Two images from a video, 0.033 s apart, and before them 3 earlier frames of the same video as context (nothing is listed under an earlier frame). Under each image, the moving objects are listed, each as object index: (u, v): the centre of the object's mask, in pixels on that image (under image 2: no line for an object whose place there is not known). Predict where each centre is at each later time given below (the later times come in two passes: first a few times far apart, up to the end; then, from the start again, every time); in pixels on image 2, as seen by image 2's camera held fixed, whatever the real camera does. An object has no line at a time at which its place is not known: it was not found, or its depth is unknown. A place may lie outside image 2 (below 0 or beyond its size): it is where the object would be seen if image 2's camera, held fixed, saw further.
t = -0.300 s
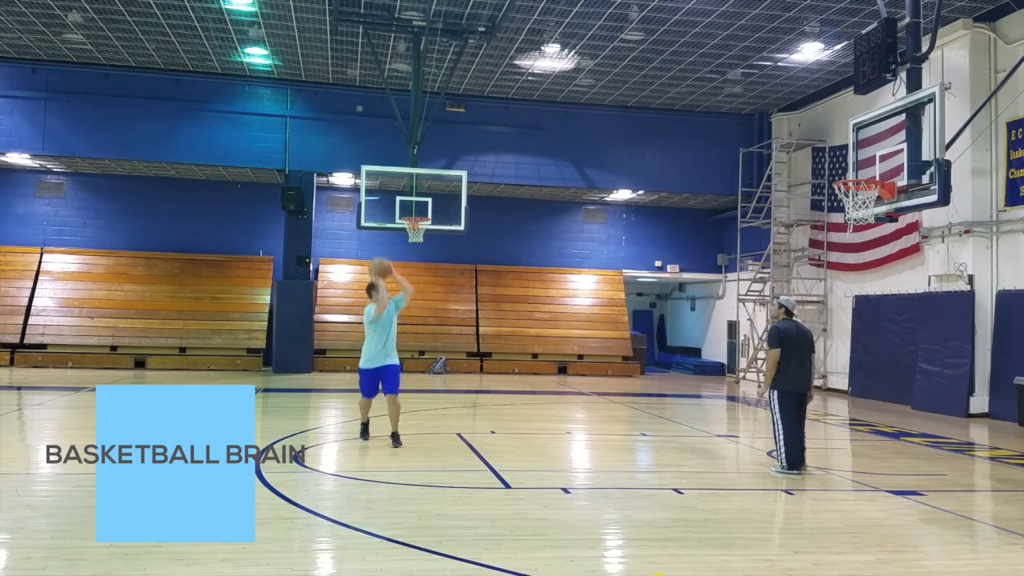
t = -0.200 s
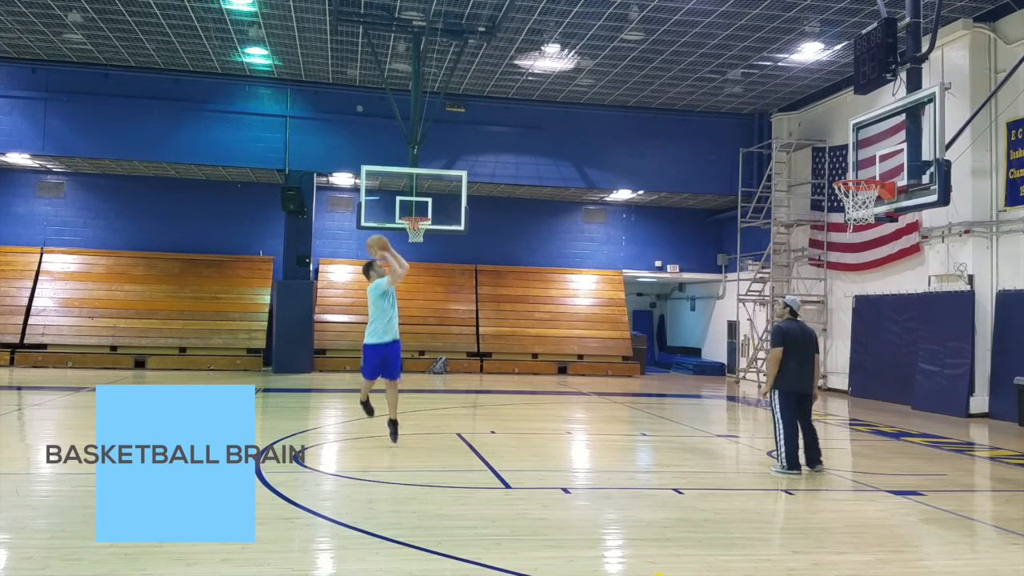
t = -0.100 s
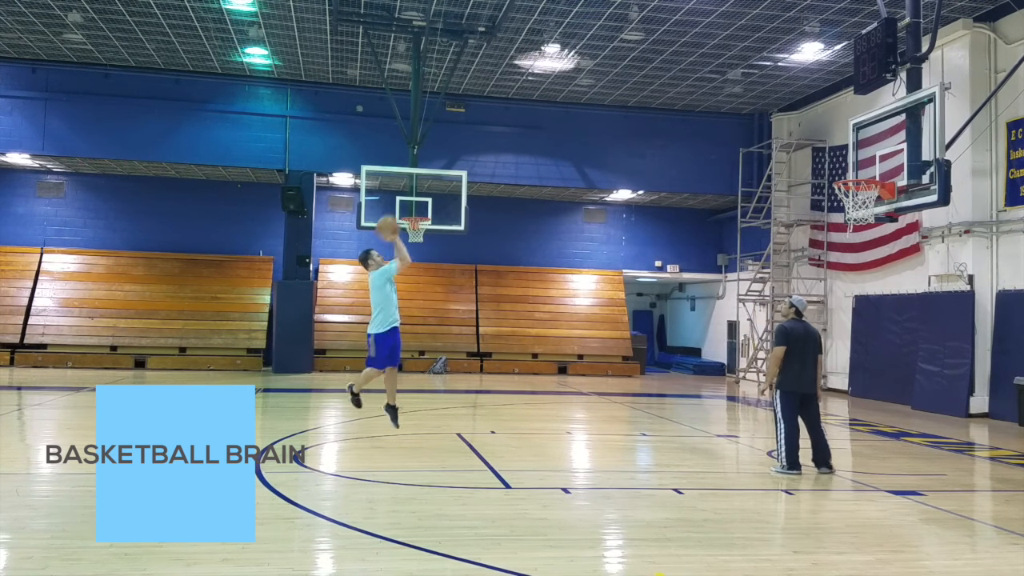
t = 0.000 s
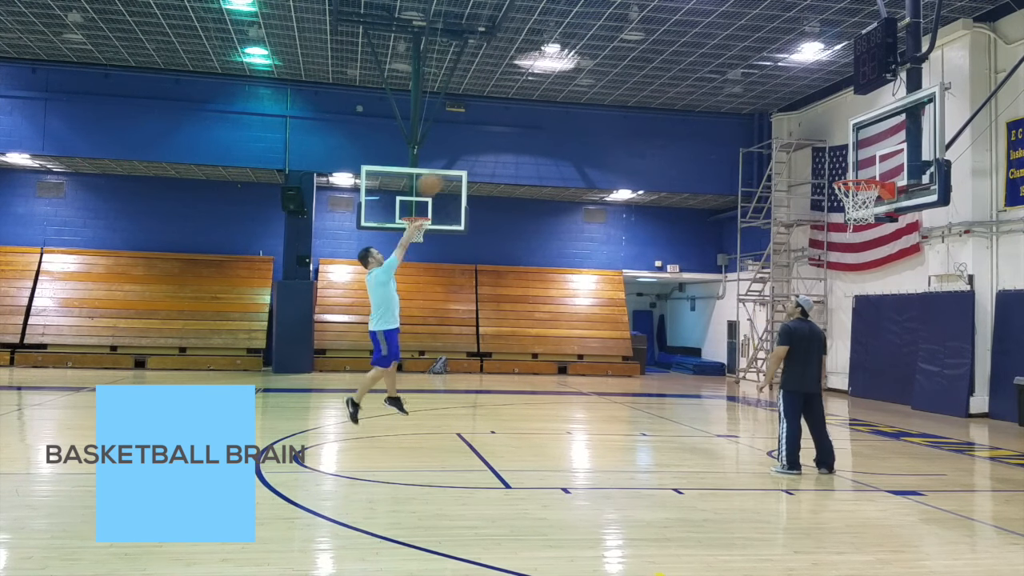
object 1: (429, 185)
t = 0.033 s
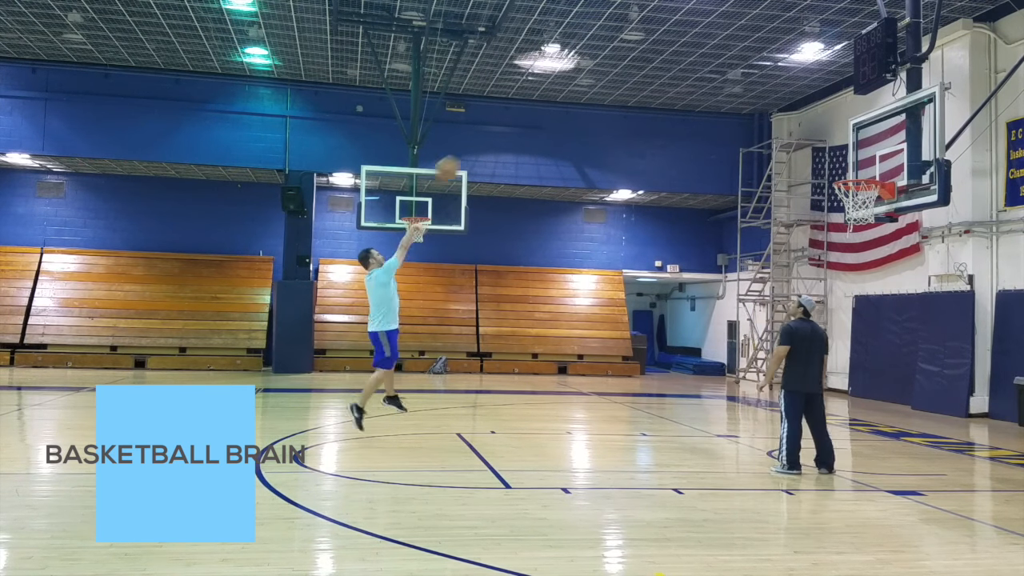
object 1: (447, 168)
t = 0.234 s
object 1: (545, 109)
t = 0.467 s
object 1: (653, 86)
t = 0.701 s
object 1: (755, 111)
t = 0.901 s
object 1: (837, 167)
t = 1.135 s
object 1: (840, 201)
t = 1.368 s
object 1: (841, 199)
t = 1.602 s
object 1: (863, 226)
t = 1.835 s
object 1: (888, 278)
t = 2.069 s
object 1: (914, 378)
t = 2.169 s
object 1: (925, 435)
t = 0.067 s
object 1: (464, 156)
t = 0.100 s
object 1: (481, 144)
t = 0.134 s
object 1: (497, 134)
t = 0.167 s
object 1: (513, 125)
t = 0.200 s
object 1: (529, 116)
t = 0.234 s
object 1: (545, 109)
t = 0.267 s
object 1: (561, 103)
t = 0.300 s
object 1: (576, 97)
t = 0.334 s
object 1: (592, 93)
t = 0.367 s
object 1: (607, 90)
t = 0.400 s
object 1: (622, 88)
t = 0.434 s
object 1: (638, 87)
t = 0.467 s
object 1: (653, 86)
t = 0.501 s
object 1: (668, 87)
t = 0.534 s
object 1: (682, 89)
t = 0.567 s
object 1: (697, 91)
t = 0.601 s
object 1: (711, 94)
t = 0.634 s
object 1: (726, 99)
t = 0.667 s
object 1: (741, 105)
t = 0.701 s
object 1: (755, 111)
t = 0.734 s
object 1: (768, 118)
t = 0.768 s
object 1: (783, 127)
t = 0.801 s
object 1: (797, 135)
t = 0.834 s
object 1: (810, 145)
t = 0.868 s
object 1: (824, 156)
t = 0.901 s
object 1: (837, 167)
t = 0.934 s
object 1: (849, 173)
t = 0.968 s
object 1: (862, 176)
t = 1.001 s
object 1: (863, 188)
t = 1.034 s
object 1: (858, 191)
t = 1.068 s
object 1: (848, 199)
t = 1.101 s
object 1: (842, 199)
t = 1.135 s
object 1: (840, 201)
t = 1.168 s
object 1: (838, 200)
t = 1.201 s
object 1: (838, 199)
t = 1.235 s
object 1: (837, 198)
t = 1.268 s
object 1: (836, 198)
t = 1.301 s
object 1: (839, 198)
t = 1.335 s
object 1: (839, 199)
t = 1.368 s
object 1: (841, 199)
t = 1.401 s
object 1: (844, 201)
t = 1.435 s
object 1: (844, 206)
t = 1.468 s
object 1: (846, 209)
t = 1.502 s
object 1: (849, 211)
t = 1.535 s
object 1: (852, 214)
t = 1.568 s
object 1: (856, 225)
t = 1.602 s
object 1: (863, 226)
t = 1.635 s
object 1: (866, 228)
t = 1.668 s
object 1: (869, 233)
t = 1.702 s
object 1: (873, 240)
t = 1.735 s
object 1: (877, 249)
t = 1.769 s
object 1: (881, 258)
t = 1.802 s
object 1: (885, 267)
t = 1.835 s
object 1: (888, 278)
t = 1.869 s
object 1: (893, 291)
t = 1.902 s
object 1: (896, 304)
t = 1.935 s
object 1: (900, 315)
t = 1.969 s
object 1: (903, 330)
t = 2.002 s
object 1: (907, 345)
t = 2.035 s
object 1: (910, 361)
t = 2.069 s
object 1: (914, 378)
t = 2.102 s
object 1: (917, 396)
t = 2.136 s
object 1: (921, 413)
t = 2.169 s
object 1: (925, 435)
